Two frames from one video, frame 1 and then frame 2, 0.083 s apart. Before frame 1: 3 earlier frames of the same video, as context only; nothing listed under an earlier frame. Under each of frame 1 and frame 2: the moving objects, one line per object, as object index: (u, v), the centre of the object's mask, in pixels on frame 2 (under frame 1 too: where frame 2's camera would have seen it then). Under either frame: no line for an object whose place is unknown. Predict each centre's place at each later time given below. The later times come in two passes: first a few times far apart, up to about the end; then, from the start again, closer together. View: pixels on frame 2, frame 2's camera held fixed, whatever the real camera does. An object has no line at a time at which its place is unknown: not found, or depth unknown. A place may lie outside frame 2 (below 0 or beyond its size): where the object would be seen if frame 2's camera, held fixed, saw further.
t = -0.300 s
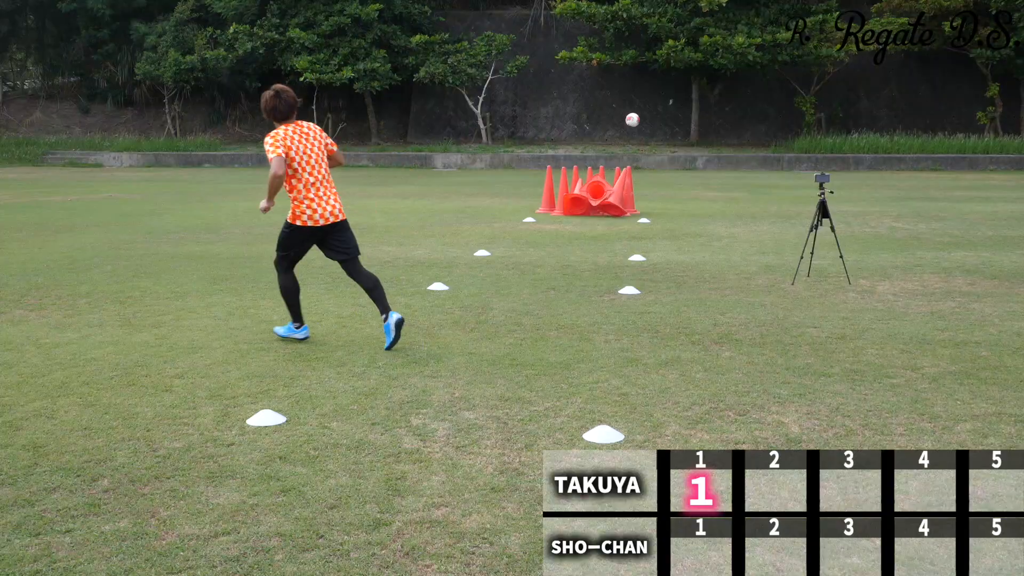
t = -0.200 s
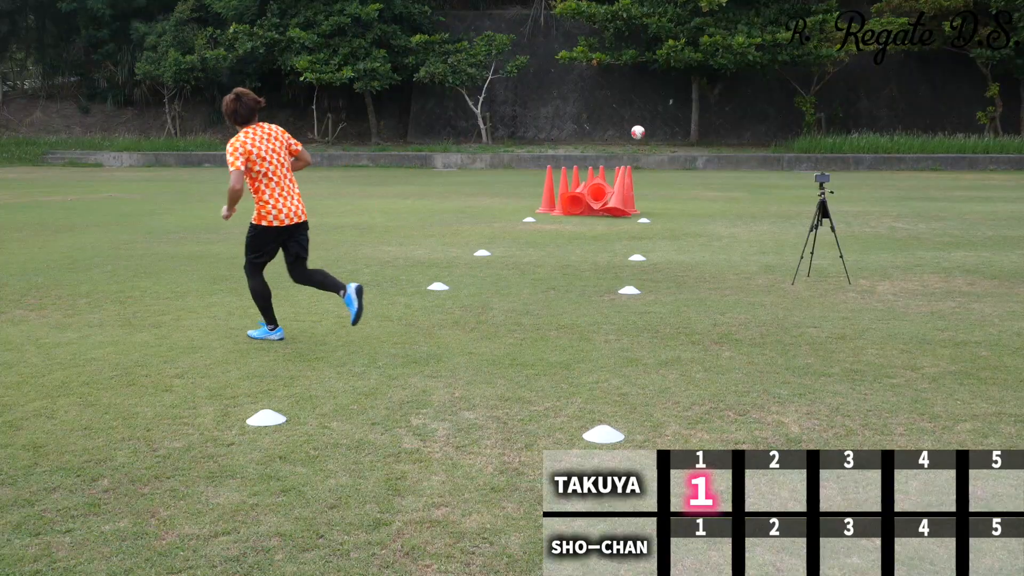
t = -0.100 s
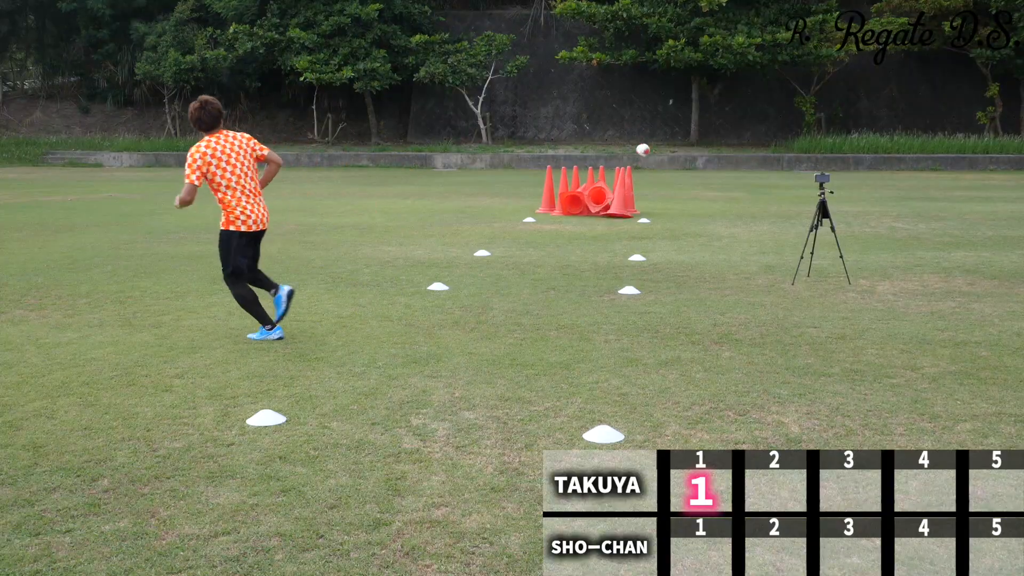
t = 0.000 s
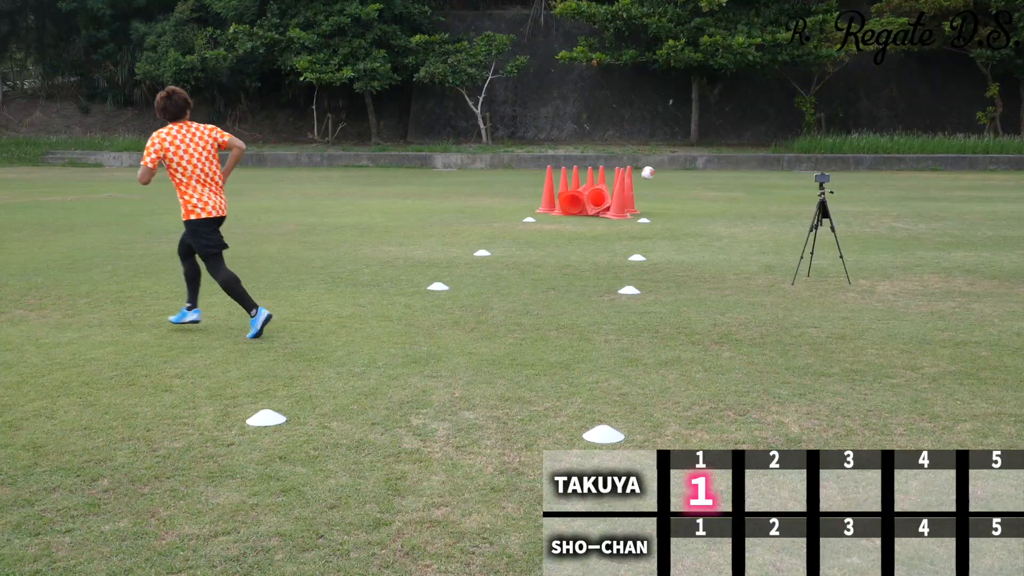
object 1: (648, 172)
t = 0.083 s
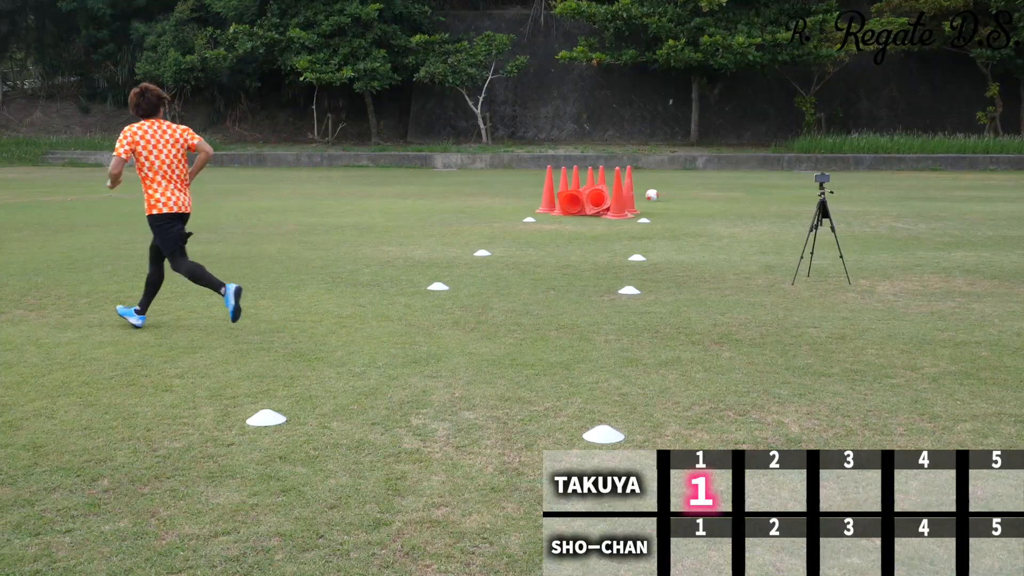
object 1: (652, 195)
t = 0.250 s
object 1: (657, 168)
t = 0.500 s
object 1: (665, 154)
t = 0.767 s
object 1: (674, 177)
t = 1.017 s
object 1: (680, 173)
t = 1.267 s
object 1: (686, 177)
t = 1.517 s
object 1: (690, 178)
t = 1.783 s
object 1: (694, 181)
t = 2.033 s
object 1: (696, 181)
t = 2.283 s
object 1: (701, 178)
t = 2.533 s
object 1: (700, 177)
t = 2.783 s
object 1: (700, 176)
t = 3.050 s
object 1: (698, 175)
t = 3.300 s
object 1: (697, 175)
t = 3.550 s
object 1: (696, 175)
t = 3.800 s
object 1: (695, 174)
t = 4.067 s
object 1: (694, 174)
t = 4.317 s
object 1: (692, 174)
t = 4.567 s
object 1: (691, 174)
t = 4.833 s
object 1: (690, 174)
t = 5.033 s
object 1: (690, 174)
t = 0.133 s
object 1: (654, 187)
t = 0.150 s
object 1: (654, 183)
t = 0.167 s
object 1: (655, 180)
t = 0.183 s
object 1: (655, 177)
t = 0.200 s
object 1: (656, 175)
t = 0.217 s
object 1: (656, 172)
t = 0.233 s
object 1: (657, 170)
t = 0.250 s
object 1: (657, 168)
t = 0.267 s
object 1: (658, 165)
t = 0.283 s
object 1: (658, 164)
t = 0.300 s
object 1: (659, 162)
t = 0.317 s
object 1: (659, 160)
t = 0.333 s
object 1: (660, 159)
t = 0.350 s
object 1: (661, 158)
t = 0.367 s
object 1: (661, 157)
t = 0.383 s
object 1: (661, 156)
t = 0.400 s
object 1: (662, 155)
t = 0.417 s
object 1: (663, 155)
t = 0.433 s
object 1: (663, 154)
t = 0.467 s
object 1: (664, 154)
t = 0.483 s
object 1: (664, 154)
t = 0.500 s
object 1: (665, 154)
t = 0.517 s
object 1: (665, 155)
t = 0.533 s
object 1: (666, 155)
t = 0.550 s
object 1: (666, 156)
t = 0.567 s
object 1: (667, 156)
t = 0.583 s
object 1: (668, 157)
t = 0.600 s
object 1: (668, 158)
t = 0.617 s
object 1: (669, 159)
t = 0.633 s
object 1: (669, 161)
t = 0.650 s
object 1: (670, 162)
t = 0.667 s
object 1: (670, 164)
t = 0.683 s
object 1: (671, 165)
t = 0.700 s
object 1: (671, 168)
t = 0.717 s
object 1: (672, 169)
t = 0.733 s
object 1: (672, 172)
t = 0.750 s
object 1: (673, 174)
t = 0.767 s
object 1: (674, 177)
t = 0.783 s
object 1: (674, 179)
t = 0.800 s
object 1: (674, 182)
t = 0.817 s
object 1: (675, 185)
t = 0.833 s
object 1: (676, 188)
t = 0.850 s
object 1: (676, 189)
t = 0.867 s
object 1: (677, 187)
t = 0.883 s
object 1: (677, 184)
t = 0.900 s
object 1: (677, 182)
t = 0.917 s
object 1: (678, 180)
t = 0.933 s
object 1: (678, 179)
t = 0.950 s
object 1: (679, 178)
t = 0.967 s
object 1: (679, 176)
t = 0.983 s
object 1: (679, 174)
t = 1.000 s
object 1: (680, 174)
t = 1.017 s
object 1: (680, 173)
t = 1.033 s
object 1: (681, 172)
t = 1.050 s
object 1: (681, 172)
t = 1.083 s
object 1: (682, 171)
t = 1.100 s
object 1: (682, 171)
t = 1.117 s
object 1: (682, 171)
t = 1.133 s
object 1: (683, 171)
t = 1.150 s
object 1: (683, 171)
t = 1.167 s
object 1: (684, 171)
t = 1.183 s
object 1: (684, 172)
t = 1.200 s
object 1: (684, 172)
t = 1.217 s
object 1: (685, 173)
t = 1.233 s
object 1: (685, 174)
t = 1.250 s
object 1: (686, 175)
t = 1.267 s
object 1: (686, 177)
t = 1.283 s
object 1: (686, 178)
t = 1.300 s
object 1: (686, 179)
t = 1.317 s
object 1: (687, 181)
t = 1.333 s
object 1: (687, 183)
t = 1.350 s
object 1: (687, 185)
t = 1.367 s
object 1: (688, 186)
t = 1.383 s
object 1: (688, 184)
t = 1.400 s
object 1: (689, 183)
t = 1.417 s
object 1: (689, 182)
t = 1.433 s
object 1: (689, 181)
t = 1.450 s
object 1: (689, 180)
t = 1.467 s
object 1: (689, 179)
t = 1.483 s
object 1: (690, 179)
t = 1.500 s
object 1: (690, 178)
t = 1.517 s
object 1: (690, 178)
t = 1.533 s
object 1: (690, 178)
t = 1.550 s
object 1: (691, 177)
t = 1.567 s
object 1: (691, 177)
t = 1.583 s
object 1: (691, 178)
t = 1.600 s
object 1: (691, 178)
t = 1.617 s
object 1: (691, 179)
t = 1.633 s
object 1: (692, 179)
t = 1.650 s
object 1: (692, 180)
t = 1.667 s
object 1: (692, 181)
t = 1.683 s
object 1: (692, 182)
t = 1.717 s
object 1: (693, 184)
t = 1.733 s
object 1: (693, 183)
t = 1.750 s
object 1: (693, 182)
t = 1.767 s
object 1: (693, 181)
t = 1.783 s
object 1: (694, 181)
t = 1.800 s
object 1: (694, 180)
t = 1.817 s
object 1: (694, 180)
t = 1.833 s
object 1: (694, 180)
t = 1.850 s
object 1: (694, 180)
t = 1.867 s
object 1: (694, 180)
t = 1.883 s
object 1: (694, 180)
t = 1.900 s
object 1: (695, 181)
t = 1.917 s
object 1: (695, 181)
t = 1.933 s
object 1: (695, 182)
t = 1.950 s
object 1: (695, 182)
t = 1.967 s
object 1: (695, 182)
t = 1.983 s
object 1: (695, 182)
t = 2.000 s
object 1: (695, 182)
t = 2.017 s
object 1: (696, 181)
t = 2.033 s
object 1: (696, 181)
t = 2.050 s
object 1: (696, 181)
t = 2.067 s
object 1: (696, 181)
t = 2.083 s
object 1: (696, 182)
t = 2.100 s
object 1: (701, 179)
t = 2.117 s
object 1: (701, 178)
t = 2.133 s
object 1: (701, 178)
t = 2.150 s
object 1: (701, 178)
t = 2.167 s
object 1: (701, 178)
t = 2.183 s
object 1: (701, 178)
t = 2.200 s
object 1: (701, 178)
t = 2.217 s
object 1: (701, 178)
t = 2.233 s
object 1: (701, 178)
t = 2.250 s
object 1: (701, 178)
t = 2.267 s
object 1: (701, 178)
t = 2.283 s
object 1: (701, 178)
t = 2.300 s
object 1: (701, 178)
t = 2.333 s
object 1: (700, 178)
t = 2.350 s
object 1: (700, 177)
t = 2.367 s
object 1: (700, 177)
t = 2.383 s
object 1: (700, 177)
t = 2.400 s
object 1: (700, 177)
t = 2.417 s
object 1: (700, 177)
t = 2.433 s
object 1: (700, 177)
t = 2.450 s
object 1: (700, 177)
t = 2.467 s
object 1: (700, 177)
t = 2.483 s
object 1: (700, 177)
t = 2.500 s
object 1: (700, 177)
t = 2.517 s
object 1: (700, 177)
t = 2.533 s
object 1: (700, 177)
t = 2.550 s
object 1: (700, 177)
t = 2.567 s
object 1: (700, 177)
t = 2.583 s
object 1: (700, 177)
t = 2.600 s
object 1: (700, 177)
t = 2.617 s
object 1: (700, 177)
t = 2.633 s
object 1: (700, 177)
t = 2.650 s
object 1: (700, 177)
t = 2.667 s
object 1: (700, 177)
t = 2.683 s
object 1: (700, 177)
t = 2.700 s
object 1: (700, 176)
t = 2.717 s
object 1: (700, 177)
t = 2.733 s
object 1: (700, 176)
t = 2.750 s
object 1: (700, 176)
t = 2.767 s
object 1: (700, 176)
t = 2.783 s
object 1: (700, 176)
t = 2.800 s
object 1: (700, 176)
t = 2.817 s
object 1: (700, 176)
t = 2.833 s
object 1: (700, 176)
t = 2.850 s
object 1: (700, 176)
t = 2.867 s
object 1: (700, 176)
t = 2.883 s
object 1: (699, 176)
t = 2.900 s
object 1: (699, 176)
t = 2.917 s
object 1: (699, 176)
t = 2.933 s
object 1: (698, 175)
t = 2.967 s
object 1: (698, 175)
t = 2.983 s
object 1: (698, 175)
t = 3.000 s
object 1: (698, 175)
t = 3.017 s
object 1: (698, 175)
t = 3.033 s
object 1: (698, 175)
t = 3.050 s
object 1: (698, 175)
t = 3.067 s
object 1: (698, 175)
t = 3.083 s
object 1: (698, 175)
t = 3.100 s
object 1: (698, 175)
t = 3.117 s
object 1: (698, 175)
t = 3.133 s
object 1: (698, 175)
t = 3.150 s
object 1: (698, 175)
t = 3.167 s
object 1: (697, 175)
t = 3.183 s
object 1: (697, 175)
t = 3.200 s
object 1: (697, 175)
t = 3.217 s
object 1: (697, 175)
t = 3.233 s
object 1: (697, 175)
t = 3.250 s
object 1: (697, 175)
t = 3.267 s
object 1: (697, 175)
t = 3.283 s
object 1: (697, 175)
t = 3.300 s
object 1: (697, 175)
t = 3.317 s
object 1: (697, 175)
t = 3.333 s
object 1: (697, 175)
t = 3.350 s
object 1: (697, 175)
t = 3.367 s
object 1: (697, 175)
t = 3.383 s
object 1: (697, 175)
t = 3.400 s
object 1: (697, 175)
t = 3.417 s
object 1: (696, 175)
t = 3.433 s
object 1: (696, 175)
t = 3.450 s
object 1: (696, 175)
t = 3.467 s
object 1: (696, 175)
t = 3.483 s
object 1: (696, 175)
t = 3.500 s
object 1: (696, 175)
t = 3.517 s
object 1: (696, 174)
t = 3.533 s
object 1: (696, 175)
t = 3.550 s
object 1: (696, 175)
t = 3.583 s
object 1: (695, 174)
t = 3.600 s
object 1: (695, 175)
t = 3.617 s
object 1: (695, 175)
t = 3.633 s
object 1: (695, 174)
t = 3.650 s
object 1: (695, 174)
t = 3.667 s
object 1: (695, 174)
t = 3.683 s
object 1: (695, 174)
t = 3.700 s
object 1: (695, 174)
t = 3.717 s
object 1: (695, 174)
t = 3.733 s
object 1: (695, 174)
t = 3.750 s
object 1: (695, 174)
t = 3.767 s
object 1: (695, 174)
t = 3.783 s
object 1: (695, 174)
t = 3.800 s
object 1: (695, 174)
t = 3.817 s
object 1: (695, 174)
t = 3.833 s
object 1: (695, 174)
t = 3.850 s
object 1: (695, 174)
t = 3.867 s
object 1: (695, 174)
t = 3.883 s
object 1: (695, 174)
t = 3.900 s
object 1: (695, 174)
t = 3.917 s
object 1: (695, 174)
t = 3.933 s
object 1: (694, 174)
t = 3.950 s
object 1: (694, 174)
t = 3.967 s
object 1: (694, 174)
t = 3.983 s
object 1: (694, 174)
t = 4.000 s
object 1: (694, 174)
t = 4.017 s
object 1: (694, 174)
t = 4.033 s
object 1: (694, 174)
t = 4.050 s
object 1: (694, 174)
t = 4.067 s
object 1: (694, 174)
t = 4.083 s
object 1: (694, 174)
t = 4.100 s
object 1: (694, 174)
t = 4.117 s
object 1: (694, 174)
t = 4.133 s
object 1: (694, 174)
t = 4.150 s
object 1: (694, 174)
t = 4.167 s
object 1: (693, 174)
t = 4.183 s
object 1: (693, 174)
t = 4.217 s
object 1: (693, 174)
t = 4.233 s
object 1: (693, 174)
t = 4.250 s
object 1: (693, 174)
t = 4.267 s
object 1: (692, 174)
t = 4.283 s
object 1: (692, 174)
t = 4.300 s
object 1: (692, 174)
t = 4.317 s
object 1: (692, 174)
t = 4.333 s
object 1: (692, 174)
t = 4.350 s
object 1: (692, 174)
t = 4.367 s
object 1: (692, 174)
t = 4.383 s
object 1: (692, 174)
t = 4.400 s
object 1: (692, 174)
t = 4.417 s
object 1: (692, 174)
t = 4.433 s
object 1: (691, 174)
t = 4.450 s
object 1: (691, 174)
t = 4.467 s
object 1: (691, 174)
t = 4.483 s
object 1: (691, 174)
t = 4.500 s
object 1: (691, 174)
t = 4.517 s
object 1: (691, 174)
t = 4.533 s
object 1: (691, 174)
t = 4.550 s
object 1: (691, 174)
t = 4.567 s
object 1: (691, 174)
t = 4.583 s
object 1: (691, 174)
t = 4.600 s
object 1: (691, 174)
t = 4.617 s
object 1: (691, 174)
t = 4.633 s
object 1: (691, 173)
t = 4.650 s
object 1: (691, 174)
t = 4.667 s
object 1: (691, 174)
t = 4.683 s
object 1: (690, 174)
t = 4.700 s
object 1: (690, 173)
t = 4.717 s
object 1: (690, 174)
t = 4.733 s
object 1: (690, 174)
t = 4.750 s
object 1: (690, 174)
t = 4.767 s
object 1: (690, 174)
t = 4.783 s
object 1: (690, 174)
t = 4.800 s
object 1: (690, 174)
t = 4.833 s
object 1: (690, 174)
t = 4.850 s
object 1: (690, 174)
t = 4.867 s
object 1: (690, 174)
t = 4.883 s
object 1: (690, 173)
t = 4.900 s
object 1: (690, 174)
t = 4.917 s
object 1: (690, 174)
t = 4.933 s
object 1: (690, 174)
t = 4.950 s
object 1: (690, 174)
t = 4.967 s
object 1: (690, 174)
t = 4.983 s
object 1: (690, 174)
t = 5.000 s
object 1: (690, 174)
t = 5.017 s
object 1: (690, 174)
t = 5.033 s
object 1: (690, 174)
